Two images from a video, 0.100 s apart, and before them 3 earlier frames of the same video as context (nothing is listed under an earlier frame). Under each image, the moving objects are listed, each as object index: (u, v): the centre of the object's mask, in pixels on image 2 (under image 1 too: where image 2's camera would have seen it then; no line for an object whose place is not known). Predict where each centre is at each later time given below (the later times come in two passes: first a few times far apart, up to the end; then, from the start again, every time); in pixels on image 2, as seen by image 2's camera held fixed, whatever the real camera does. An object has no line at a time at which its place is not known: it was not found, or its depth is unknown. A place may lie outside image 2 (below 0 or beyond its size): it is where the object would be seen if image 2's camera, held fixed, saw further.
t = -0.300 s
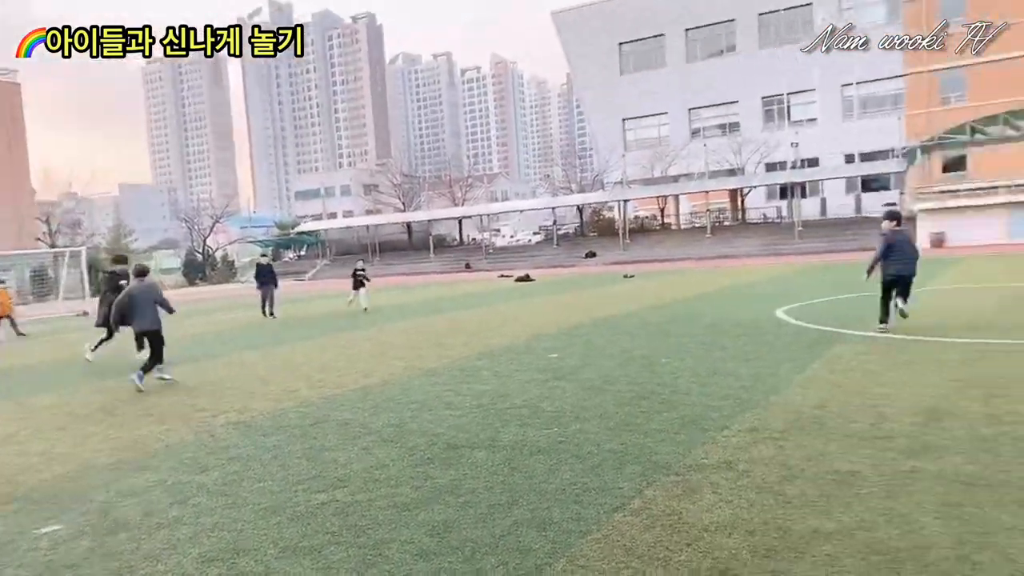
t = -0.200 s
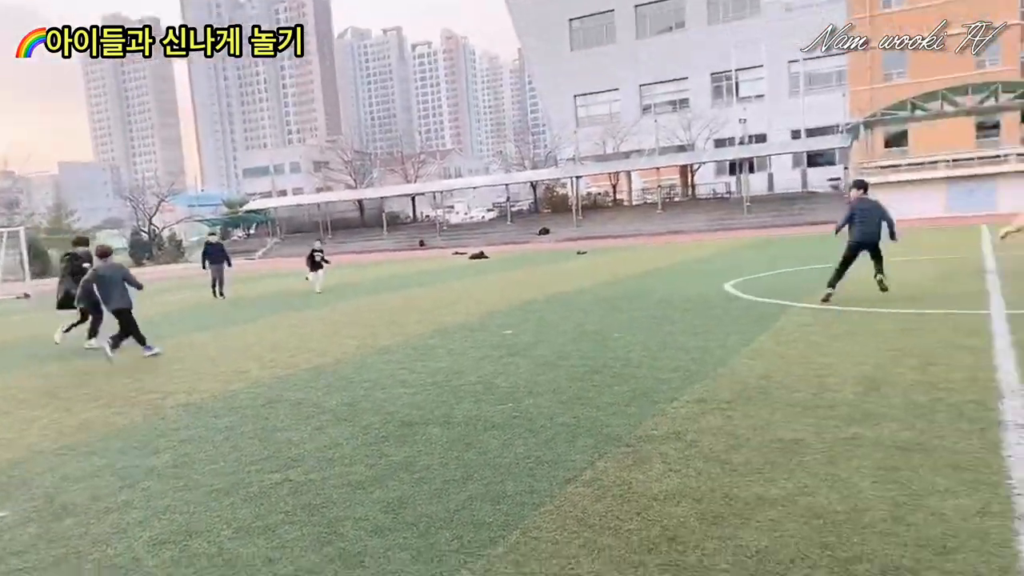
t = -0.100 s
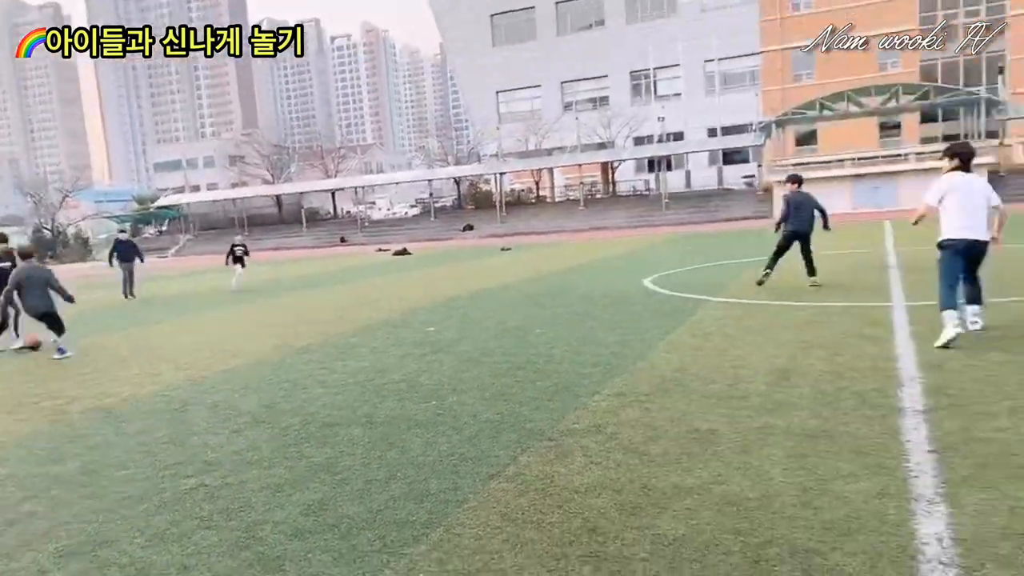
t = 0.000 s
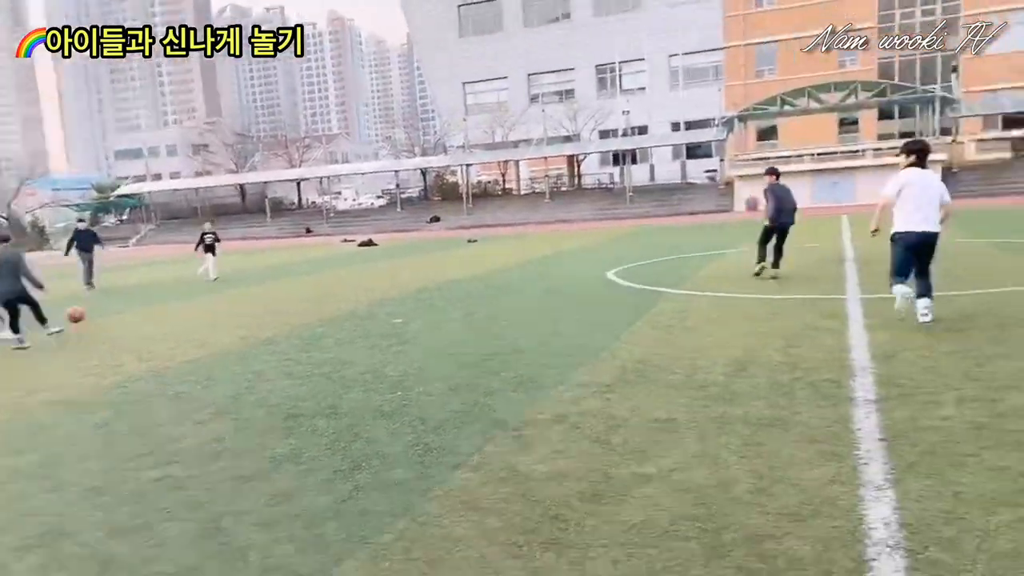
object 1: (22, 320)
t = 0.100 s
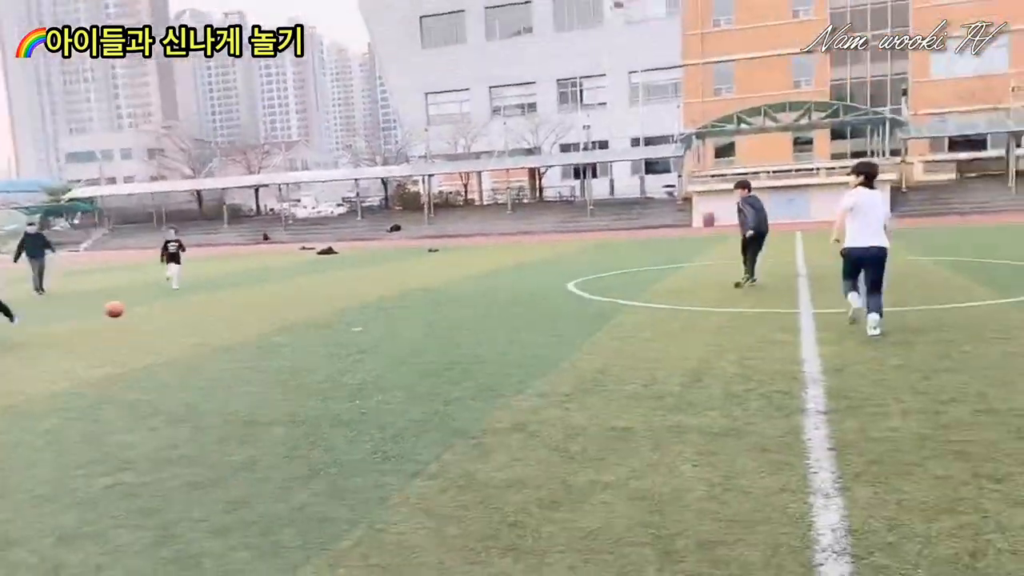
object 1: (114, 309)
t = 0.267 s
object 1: (252, 309)
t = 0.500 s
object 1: (389, 283)
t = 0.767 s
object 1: (516, 276)
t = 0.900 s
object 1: (563, 270)
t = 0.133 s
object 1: (142, 308)
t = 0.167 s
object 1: (169, 308)
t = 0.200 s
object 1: (197, 309)
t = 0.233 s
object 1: (226, 309)
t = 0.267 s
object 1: (252, 309)
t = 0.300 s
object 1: (272, 302)
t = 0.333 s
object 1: (292, 297)
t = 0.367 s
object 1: (312, 292)
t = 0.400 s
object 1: (334, 288)
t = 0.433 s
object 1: (353, 285)
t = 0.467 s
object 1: (371, 283)
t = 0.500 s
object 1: (389, 283)
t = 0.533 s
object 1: (408, 283)
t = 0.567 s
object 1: (427, 283)
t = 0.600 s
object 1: (444, 284)
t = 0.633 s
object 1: (462, 286)
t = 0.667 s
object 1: (480, 289)
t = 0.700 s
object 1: (492, 285)
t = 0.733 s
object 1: (504, 280)
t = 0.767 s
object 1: (516, 276)
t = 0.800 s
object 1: (528, 274)
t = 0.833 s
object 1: (540, 272)
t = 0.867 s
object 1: (552, 271)
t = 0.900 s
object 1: (563, 270)
